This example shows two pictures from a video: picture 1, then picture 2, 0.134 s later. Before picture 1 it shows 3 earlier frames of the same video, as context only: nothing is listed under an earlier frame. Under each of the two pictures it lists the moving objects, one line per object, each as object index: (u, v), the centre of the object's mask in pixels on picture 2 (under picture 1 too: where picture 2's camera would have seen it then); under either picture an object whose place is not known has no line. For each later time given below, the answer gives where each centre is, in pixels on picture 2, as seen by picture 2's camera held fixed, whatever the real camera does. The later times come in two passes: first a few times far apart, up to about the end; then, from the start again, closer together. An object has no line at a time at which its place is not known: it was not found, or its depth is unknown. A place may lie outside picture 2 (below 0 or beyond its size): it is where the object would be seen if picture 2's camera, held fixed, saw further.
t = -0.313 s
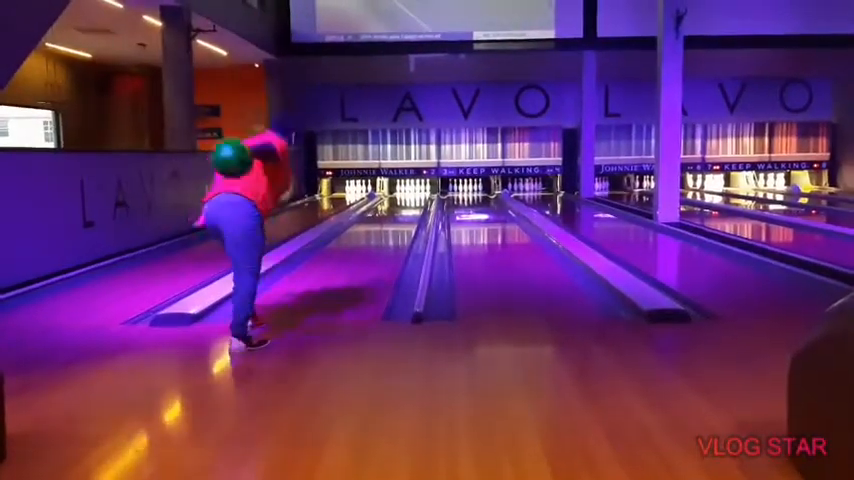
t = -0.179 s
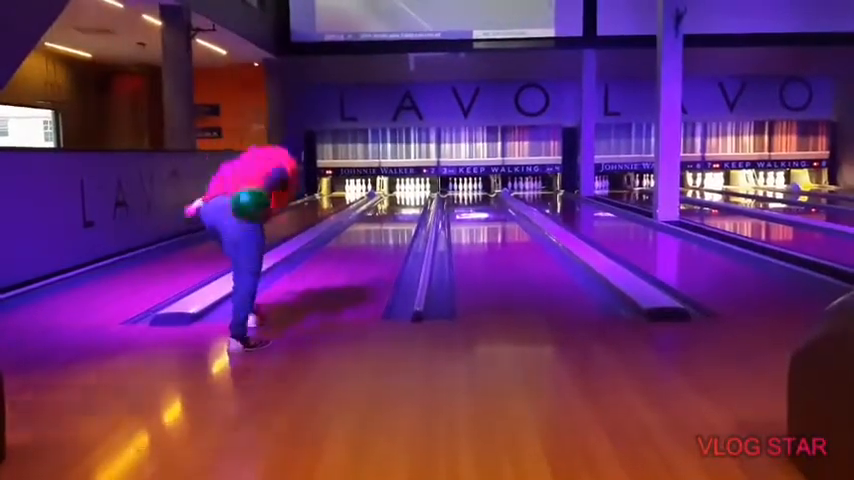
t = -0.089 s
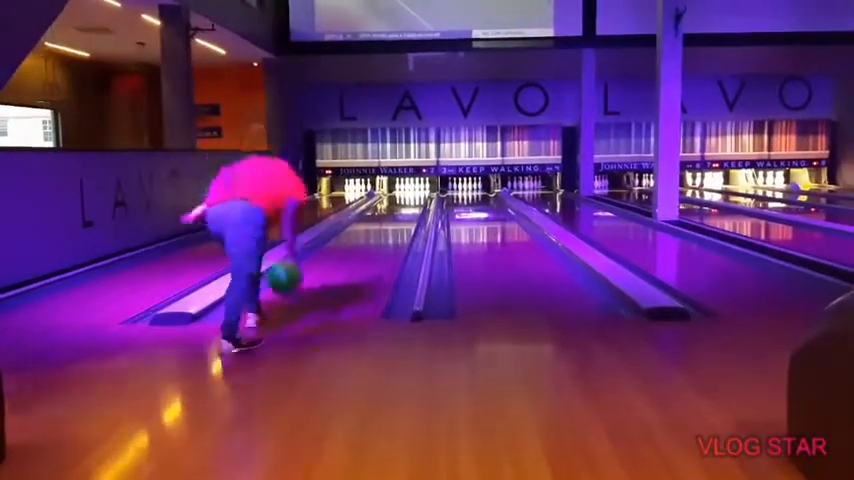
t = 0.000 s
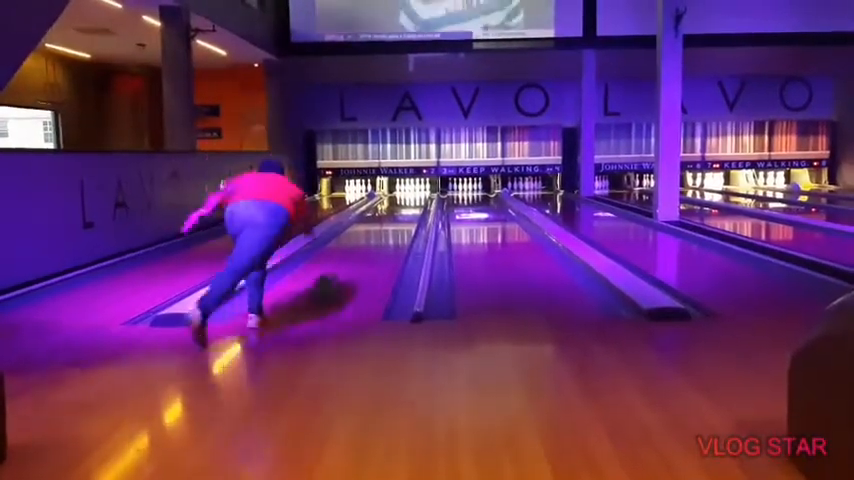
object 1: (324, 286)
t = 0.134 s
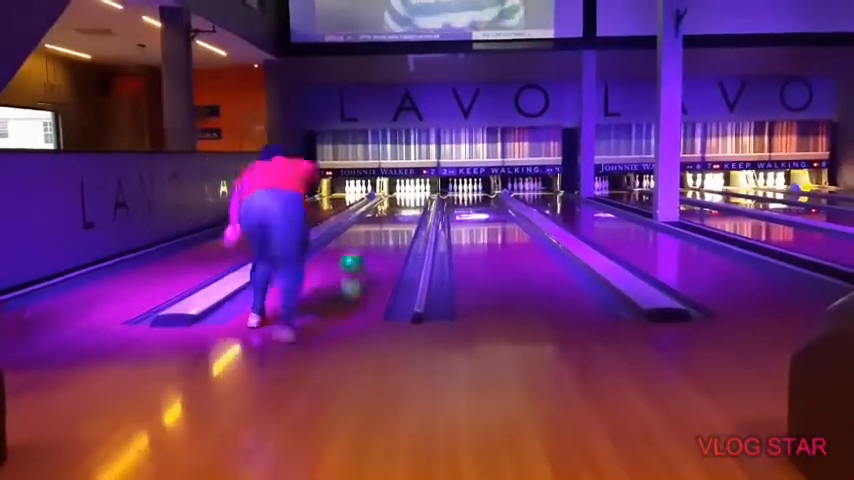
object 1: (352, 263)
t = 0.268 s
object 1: (373, 239)
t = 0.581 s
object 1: (396, 215)
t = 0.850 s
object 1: (404, 204)
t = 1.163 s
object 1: (410, 194)
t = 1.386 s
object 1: (412, 191)
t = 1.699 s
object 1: (409, 186)
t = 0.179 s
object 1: (359, 254)
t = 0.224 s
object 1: (368, 246)
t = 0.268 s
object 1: (373, 239)
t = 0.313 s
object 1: (377, 236)
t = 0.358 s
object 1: (381, 230)
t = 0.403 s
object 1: (384, 229)
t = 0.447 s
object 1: (387, 225)
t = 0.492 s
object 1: (388, 223)
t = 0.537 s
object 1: (392, 218)
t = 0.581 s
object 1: (396, 215)
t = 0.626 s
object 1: (398, 211)
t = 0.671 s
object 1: (399, 210)
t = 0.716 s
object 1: (399, 210)
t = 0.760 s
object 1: (401, 208)
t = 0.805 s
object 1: (403, 205)
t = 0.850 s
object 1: (404, 204)
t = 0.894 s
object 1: (405, 202)
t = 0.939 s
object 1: (406, 201)
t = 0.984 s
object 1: (407, 200)
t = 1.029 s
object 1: (408, 198)
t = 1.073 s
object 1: (409, 196)
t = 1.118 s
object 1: (410, 195)
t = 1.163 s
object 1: (410, 194)
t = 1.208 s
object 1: (411, 193)
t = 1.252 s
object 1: (411, 193)
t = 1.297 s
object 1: (412, 191)
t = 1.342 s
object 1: (412, 191)
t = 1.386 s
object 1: (412, 191)
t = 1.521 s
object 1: (413, 189)
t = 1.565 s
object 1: (412, 188)
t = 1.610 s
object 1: (412, 189)
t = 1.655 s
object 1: (411, 188)
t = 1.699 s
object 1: (409, 186)
